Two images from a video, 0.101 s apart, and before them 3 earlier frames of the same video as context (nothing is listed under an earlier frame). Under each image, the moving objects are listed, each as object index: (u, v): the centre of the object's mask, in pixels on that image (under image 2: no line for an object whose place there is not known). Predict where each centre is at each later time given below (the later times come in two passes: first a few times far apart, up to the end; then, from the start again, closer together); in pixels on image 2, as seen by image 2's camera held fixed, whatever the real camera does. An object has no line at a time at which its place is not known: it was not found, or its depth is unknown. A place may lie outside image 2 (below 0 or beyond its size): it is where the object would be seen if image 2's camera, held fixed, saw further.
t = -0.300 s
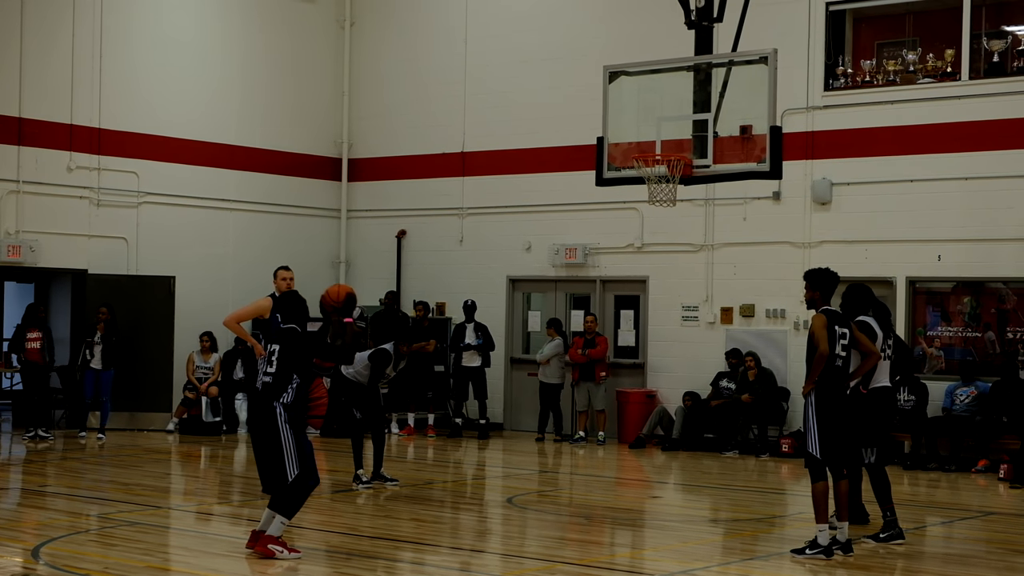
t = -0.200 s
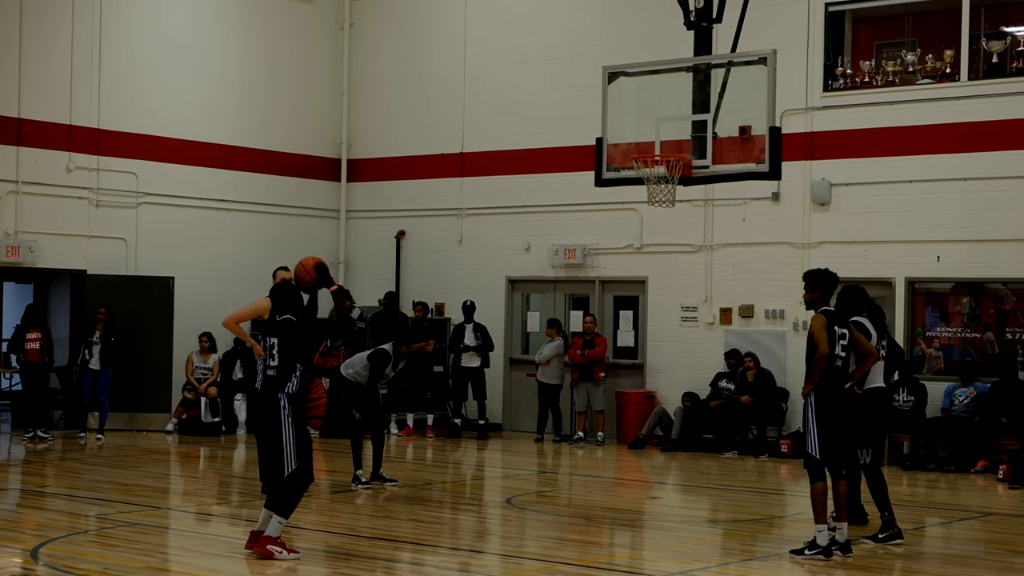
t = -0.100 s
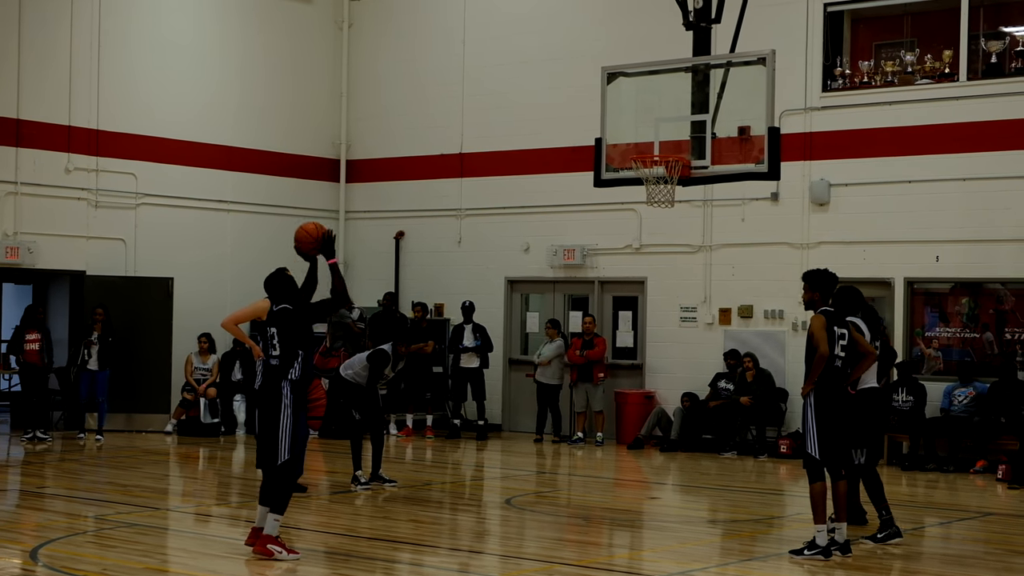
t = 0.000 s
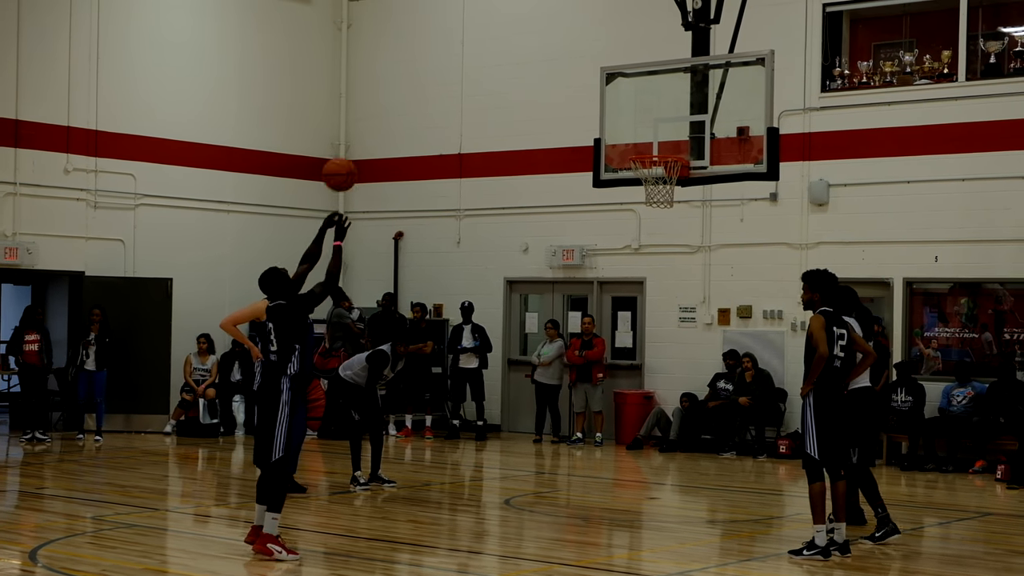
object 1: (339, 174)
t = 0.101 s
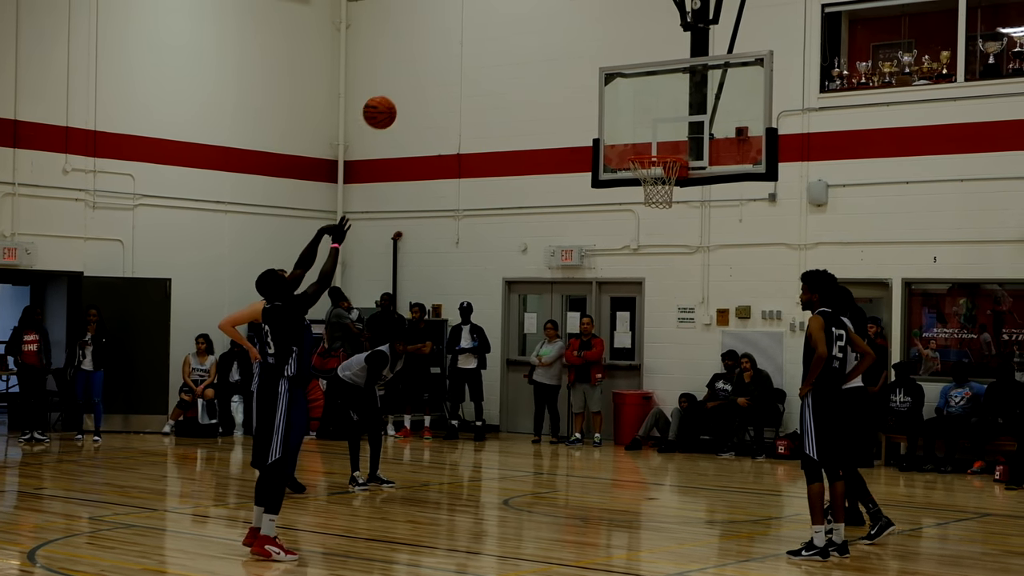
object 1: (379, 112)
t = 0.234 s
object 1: (430, 54)
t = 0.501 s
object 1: (517, 14)
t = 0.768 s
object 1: (592, 58)
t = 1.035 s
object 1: (659, 146)
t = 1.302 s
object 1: (735, 133)
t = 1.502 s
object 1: (791, 171)
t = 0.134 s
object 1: (393, 95)
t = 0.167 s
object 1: (405, 80)
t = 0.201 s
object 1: (418, 66)
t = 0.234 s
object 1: (430, 54)
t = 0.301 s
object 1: (453, 35)
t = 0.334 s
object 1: (465, 28)
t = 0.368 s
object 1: (476, 22)
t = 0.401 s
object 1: (486, 18)
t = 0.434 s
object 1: (497, 15)
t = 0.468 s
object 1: (507, 14)
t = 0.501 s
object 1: (517, 14)
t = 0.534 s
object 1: (527, 15)
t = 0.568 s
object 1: (537, 17)
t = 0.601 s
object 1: (546, 21)
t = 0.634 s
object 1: (556, 26)
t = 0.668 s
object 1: (565, 32)
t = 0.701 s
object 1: (574, 40)
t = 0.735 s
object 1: (583, 49)
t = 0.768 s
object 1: (592, 58)
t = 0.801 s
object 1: (601, 69)
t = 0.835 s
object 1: (609, 81)
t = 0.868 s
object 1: (617, 94)
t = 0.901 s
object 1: (625, 108)
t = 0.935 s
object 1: (633, 123)
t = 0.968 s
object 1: (640, 139)
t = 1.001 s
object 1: (647, 148)
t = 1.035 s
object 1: (659, 146)
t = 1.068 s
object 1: (671, 145)
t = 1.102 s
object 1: (681, 142)
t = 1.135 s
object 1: (690, 138)
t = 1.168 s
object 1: (699, 135)
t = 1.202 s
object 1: (707, 133)
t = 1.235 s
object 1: (717, 131)
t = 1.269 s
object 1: (726, 131)
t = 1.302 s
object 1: (735, 133)
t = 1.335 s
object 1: (744, 136)
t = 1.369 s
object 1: (756, 138)
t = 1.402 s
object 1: (763, 146)
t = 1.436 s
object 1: (771, 154)
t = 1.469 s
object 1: (781, 162)
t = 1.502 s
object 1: (791, 171)
